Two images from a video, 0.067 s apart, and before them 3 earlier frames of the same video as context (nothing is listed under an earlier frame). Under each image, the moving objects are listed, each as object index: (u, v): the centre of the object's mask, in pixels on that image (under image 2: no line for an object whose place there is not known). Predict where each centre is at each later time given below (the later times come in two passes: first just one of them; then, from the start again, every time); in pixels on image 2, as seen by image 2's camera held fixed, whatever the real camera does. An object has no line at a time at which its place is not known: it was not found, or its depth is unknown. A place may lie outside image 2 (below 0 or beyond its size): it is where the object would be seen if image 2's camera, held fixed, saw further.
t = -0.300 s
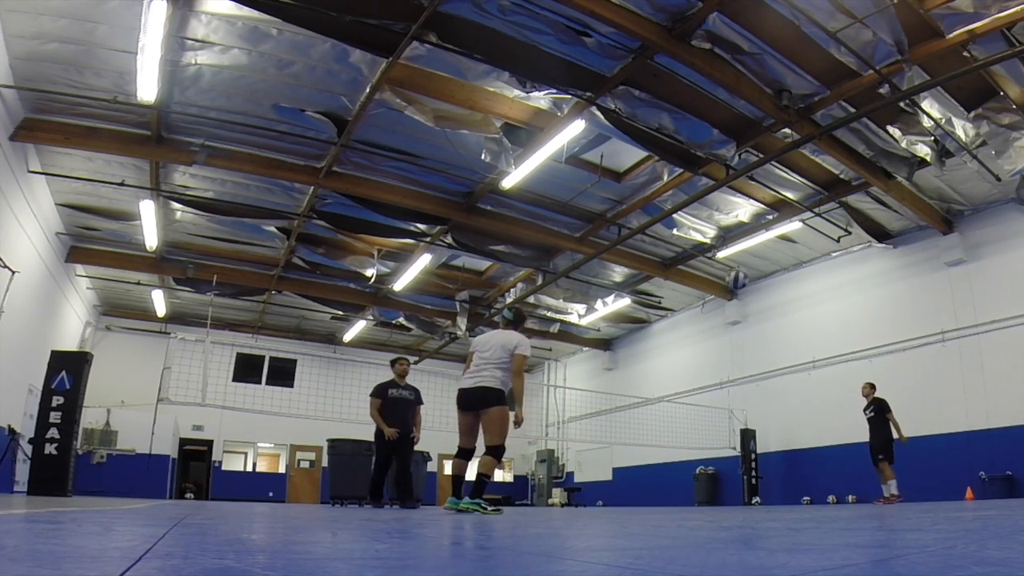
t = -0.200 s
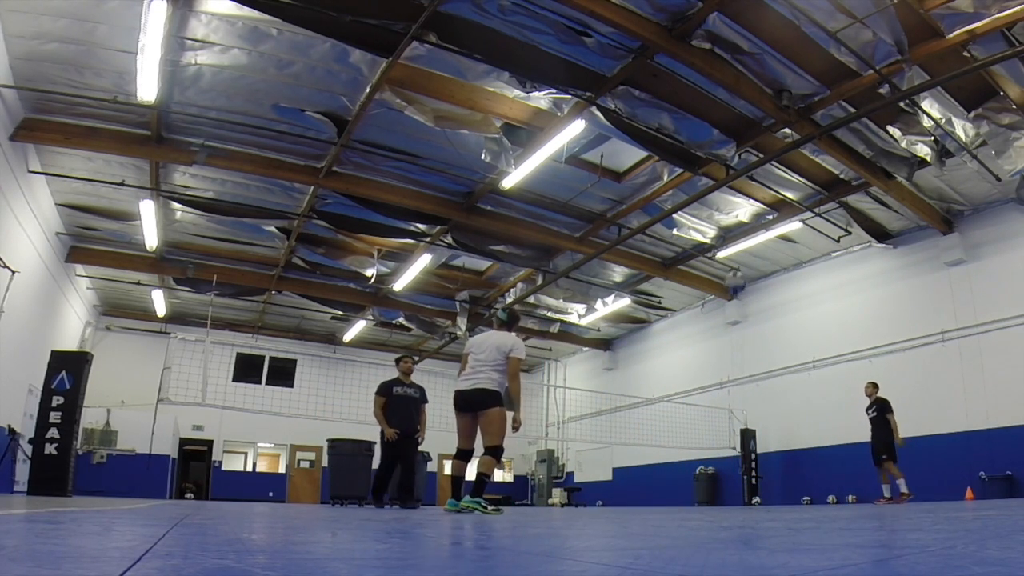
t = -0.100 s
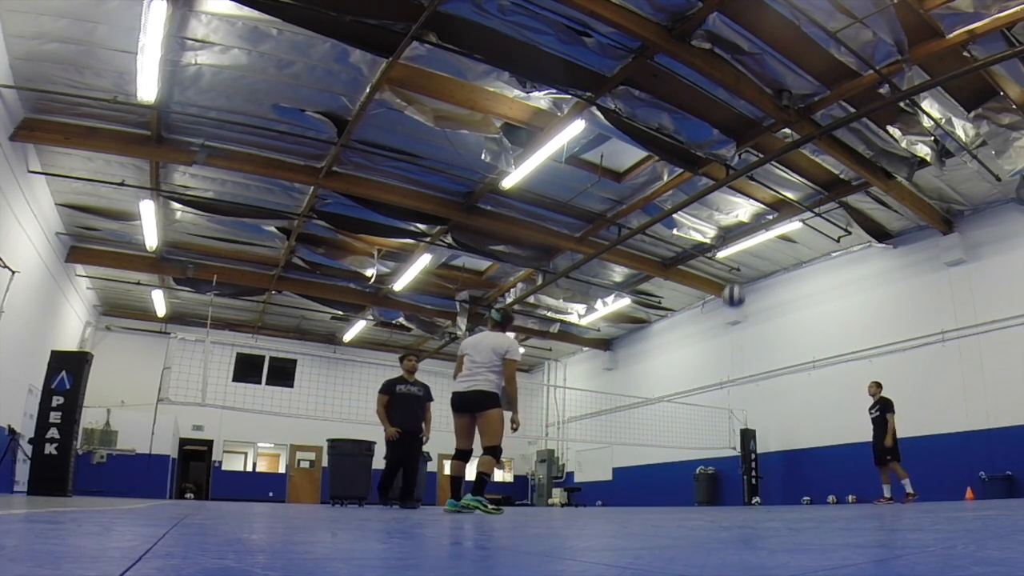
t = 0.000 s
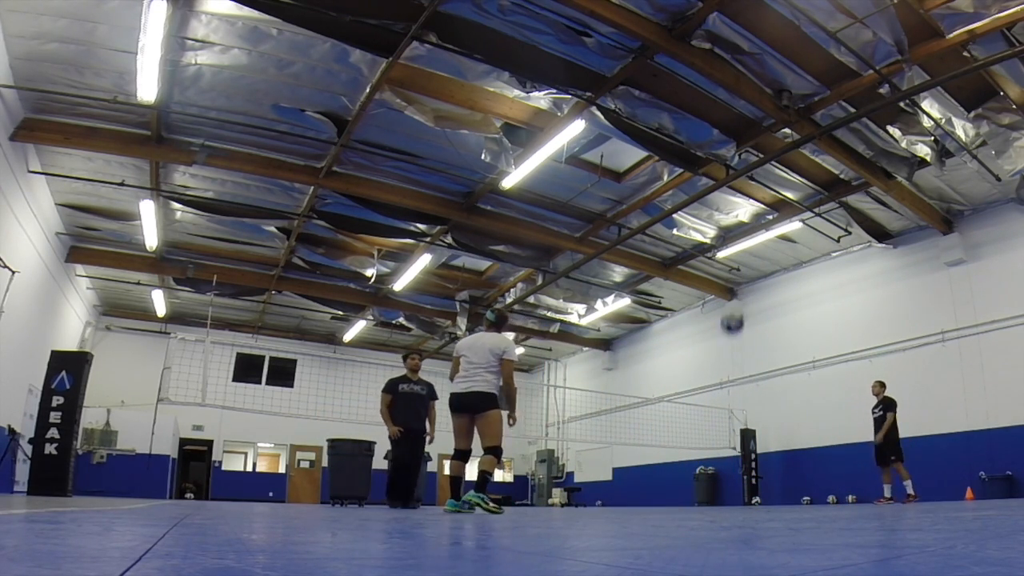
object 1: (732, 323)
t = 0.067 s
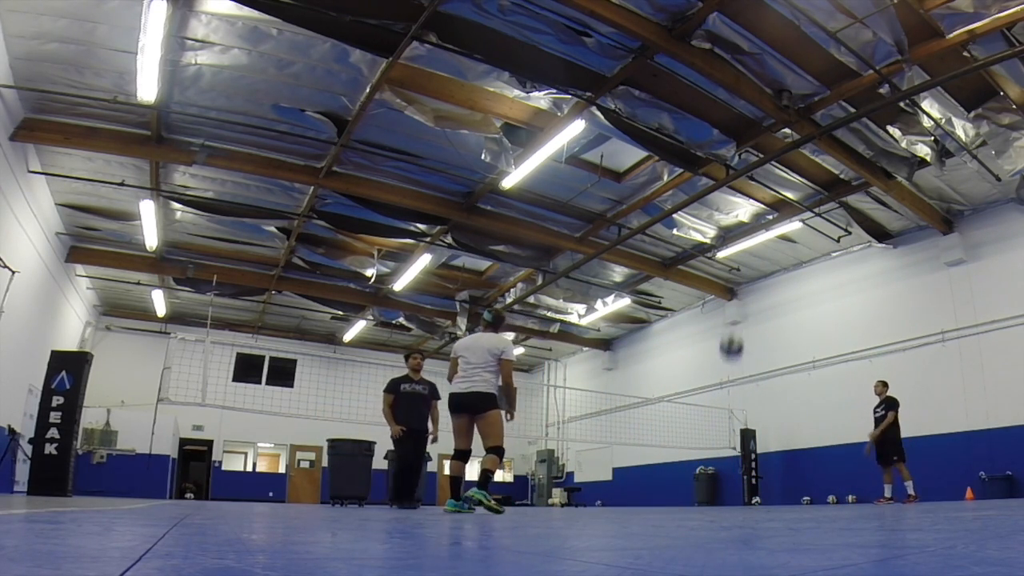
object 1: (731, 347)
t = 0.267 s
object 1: (729, 461)
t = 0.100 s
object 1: (731, 362)
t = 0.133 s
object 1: (731, 379)
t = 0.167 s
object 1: (730, 397)
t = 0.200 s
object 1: (730, 416)
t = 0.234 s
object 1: (728, 436)
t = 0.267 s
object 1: (729, 461)
